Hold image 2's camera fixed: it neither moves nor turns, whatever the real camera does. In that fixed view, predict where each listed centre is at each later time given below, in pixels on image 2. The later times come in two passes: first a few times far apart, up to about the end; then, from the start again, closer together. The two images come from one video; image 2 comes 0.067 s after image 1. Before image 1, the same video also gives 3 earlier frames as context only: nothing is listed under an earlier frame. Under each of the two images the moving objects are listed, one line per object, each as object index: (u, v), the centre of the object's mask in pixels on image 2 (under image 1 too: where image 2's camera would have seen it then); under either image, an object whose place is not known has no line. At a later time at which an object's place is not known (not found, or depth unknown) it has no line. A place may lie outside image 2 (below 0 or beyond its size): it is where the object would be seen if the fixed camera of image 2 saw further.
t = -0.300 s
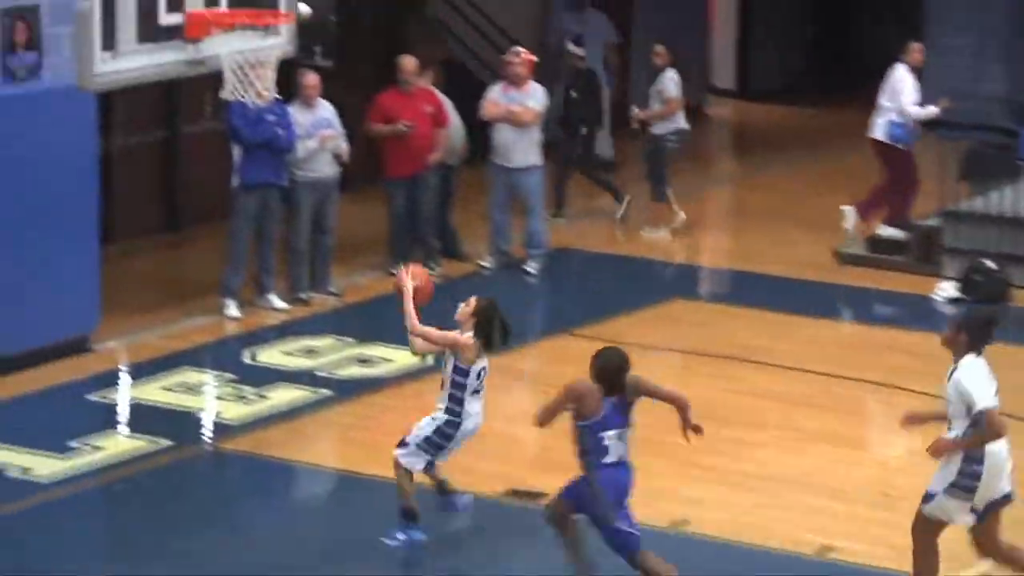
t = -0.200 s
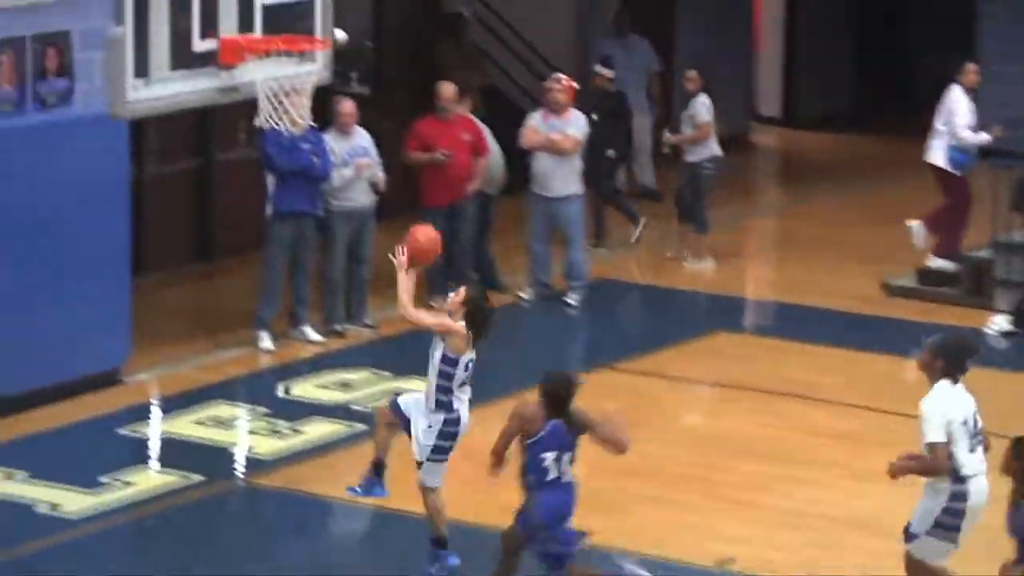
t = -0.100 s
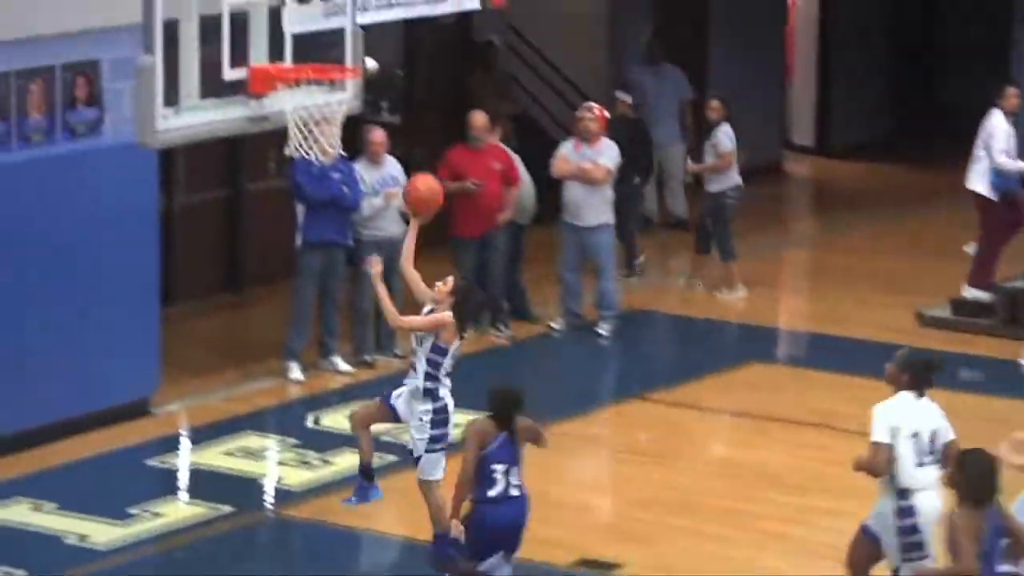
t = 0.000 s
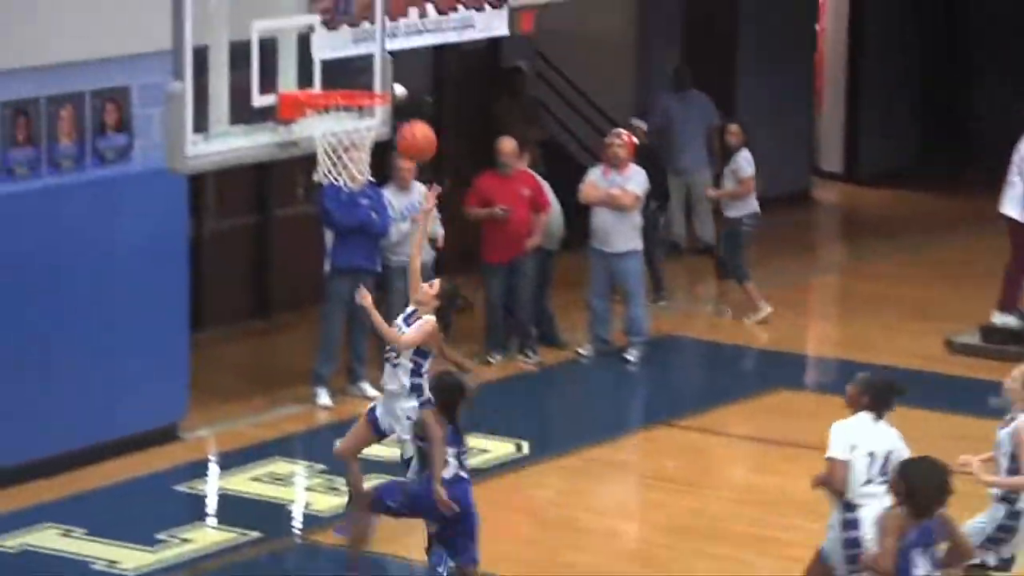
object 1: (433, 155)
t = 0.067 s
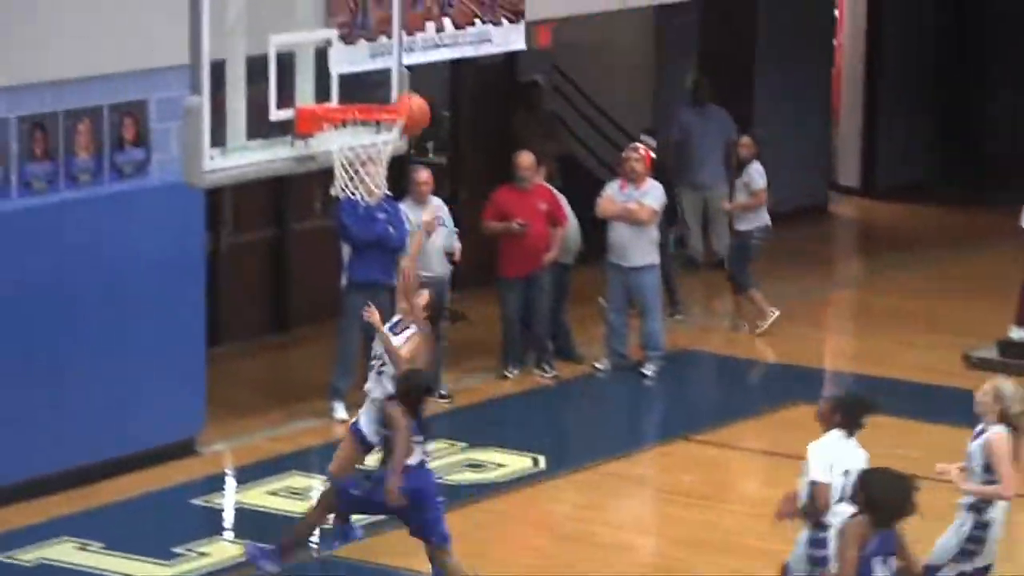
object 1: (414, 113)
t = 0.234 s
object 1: (347, 41)
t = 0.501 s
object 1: (371, 66)
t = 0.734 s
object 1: (352, 100)
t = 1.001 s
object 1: (361, 106)
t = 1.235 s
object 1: (335, 156)
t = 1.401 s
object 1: (344, 205)
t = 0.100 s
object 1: (397, 92)
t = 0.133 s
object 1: (384, 79)
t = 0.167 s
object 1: (372, 65)
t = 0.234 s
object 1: (347, 41)
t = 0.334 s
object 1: (354, 36)
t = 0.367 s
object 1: (358, 39)
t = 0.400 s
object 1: (361, 42)
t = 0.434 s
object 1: (364, 48)
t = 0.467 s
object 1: (368, 55)
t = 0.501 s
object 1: (371, 66)
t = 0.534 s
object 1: (375, 79)
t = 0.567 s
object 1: (378, 91)
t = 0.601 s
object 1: (378, 99)
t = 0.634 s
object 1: (371, 98)
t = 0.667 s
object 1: (365, 97)
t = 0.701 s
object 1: (358, 98)
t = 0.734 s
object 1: (352, 100)
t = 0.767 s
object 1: (351, 101)
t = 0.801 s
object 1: (356, 99)
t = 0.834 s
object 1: (362, 100)
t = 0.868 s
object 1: (367, 101)
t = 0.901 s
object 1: (374, 104)
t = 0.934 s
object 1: (372, 105)
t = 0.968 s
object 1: (367, 106)
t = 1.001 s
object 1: (361, 106)
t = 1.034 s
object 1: (355, 119)
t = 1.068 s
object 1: (349, 127)
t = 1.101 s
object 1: (343, 134)
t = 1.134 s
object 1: (337, 141)
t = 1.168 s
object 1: (334, 147)
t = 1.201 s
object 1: (334, 151)
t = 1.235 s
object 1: (335, 156)
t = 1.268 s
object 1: (338, 163)
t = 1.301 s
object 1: (339, 168)
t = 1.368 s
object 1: (343, 193)
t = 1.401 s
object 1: (344, 205)
